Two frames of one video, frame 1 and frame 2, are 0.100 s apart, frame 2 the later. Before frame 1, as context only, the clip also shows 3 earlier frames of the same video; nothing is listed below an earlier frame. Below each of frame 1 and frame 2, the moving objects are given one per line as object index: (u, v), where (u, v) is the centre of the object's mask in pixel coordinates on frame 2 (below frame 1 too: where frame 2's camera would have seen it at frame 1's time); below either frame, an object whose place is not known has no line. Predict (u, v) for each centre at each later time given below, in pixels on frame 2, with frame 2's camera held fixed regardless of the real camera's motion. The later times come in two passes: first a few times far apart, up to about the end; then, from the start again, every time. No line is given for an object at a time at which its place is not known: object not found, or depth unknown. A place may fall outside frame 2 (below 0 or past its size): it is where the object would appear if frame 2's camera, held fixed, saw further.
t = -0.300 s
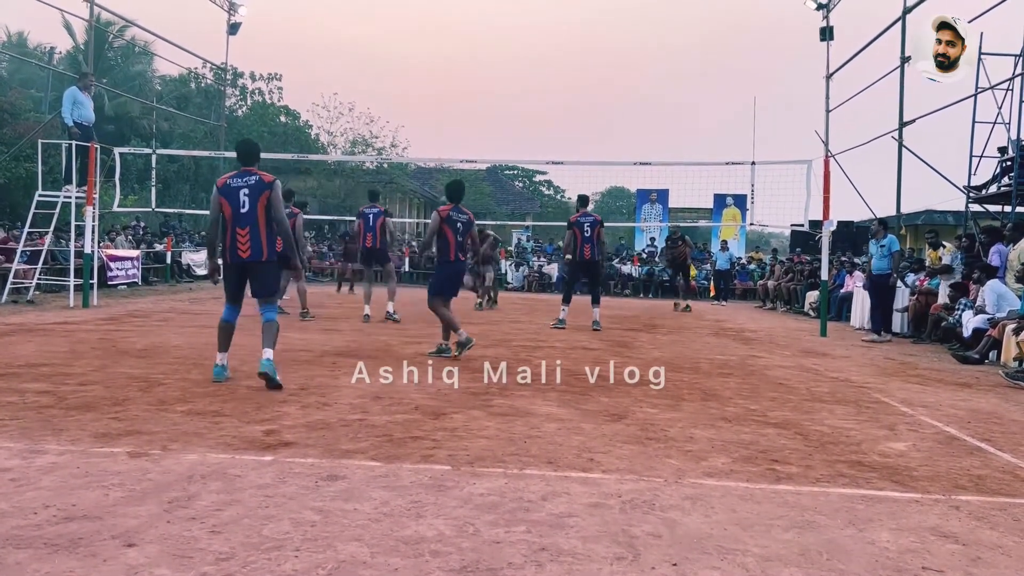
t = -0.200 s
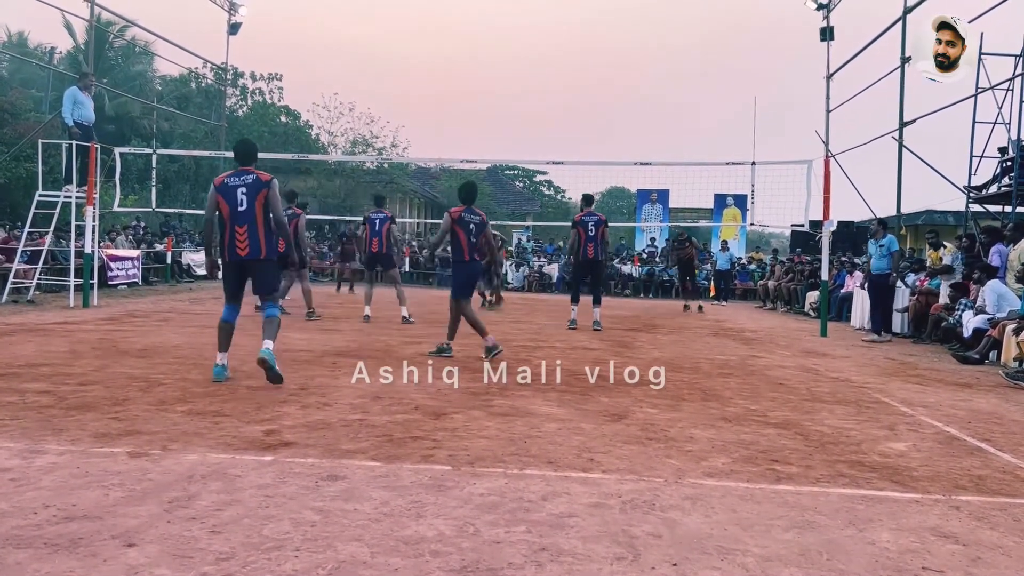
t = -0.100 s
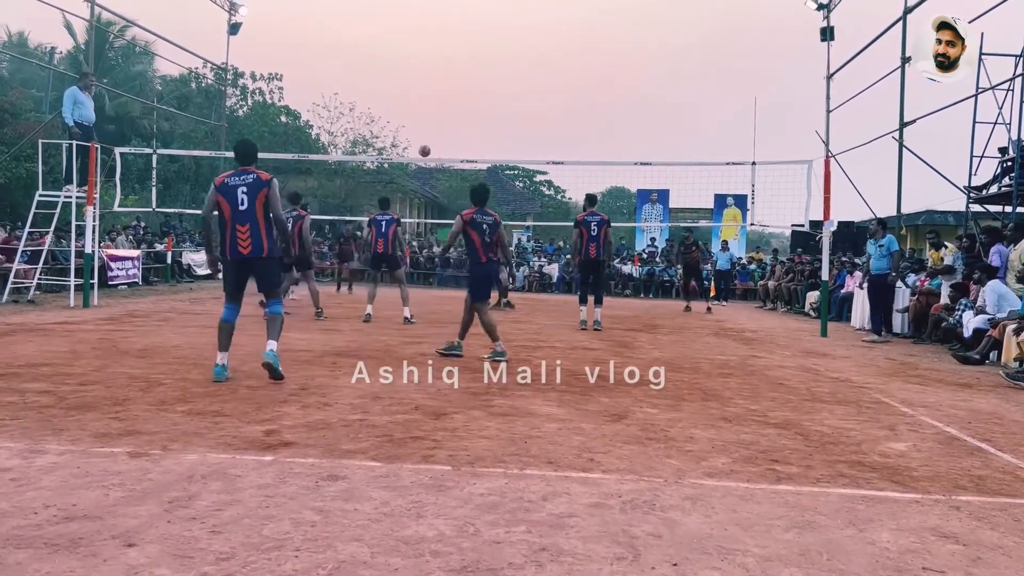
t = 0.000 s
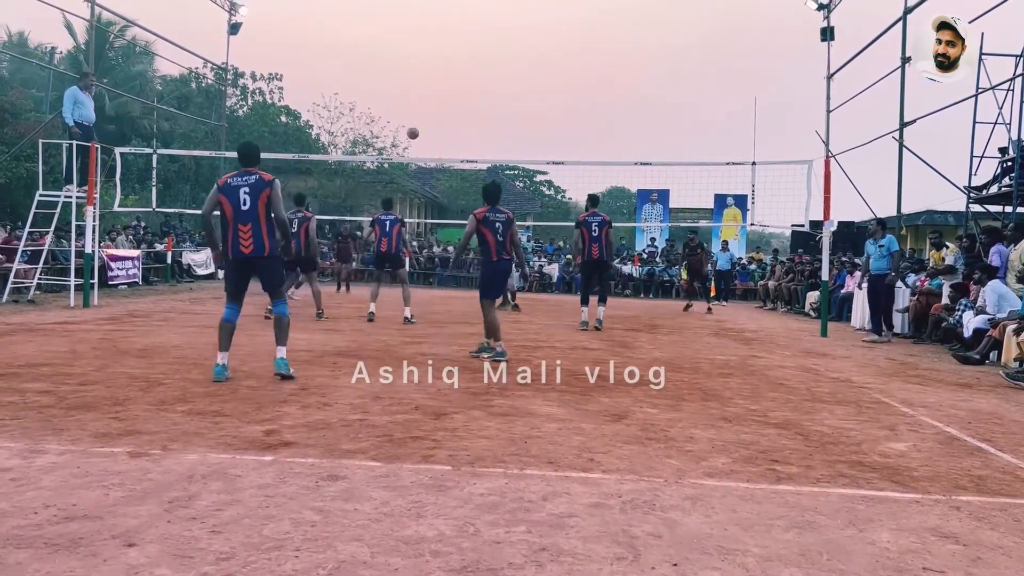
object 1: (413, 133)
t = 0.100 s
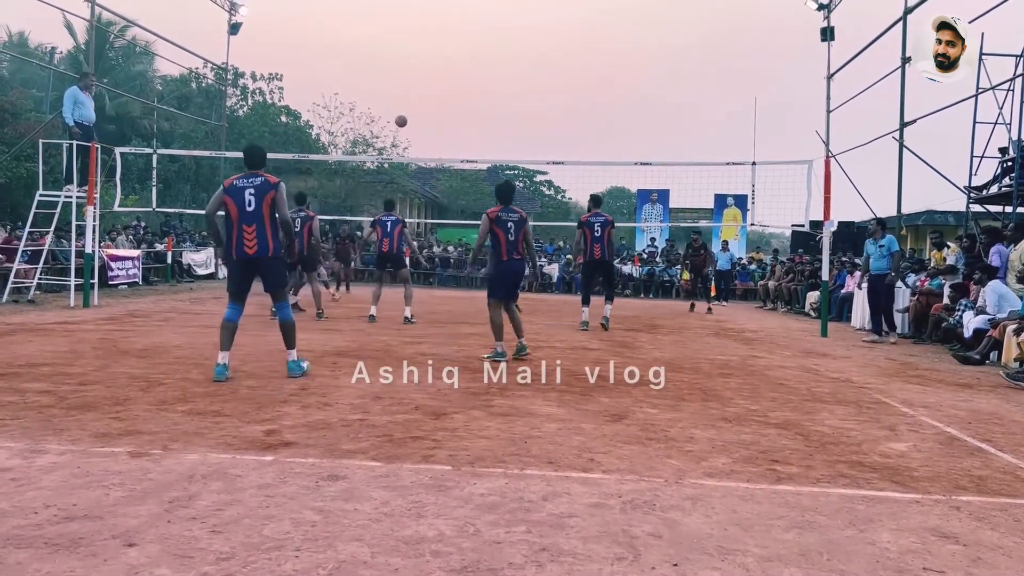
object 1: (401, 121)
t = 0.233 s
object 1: (384, 113)
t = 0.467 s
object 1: (355, 125)
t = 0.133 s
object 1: (397, 118)
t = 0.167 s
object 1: (393, 116)
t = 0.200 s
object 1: (389, 114)
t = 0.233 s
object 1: (384, 113)
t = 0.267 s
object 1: (380, 113)
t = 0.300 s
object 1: (376, 114)
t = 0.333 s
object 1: (372, 115)
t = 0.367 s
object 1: (368, 117)
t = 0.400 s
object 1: (363, 119)
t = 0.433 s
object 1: (359, 122)
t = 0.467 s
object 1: (355, 125)
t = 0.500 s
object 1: (350, 130)
